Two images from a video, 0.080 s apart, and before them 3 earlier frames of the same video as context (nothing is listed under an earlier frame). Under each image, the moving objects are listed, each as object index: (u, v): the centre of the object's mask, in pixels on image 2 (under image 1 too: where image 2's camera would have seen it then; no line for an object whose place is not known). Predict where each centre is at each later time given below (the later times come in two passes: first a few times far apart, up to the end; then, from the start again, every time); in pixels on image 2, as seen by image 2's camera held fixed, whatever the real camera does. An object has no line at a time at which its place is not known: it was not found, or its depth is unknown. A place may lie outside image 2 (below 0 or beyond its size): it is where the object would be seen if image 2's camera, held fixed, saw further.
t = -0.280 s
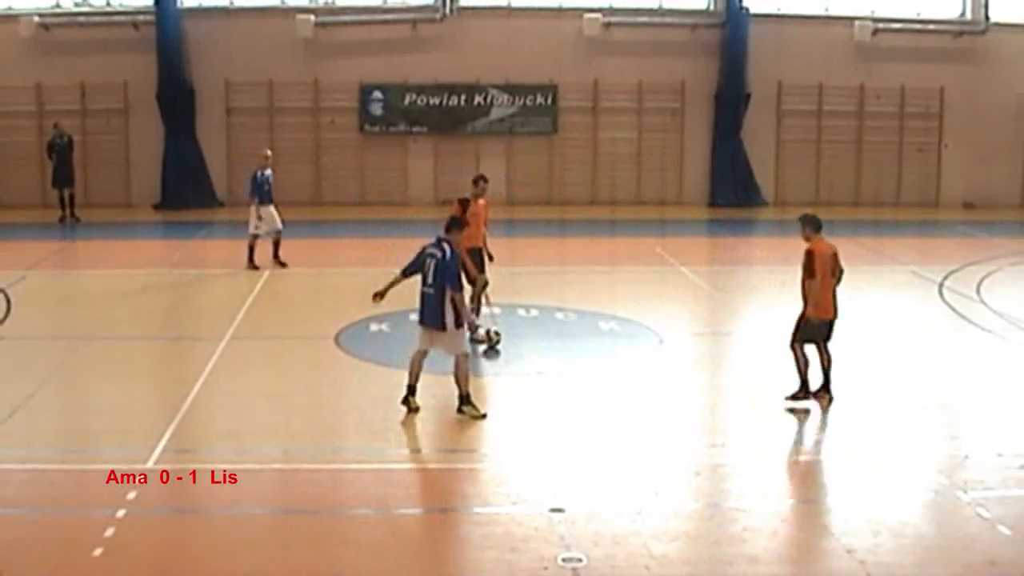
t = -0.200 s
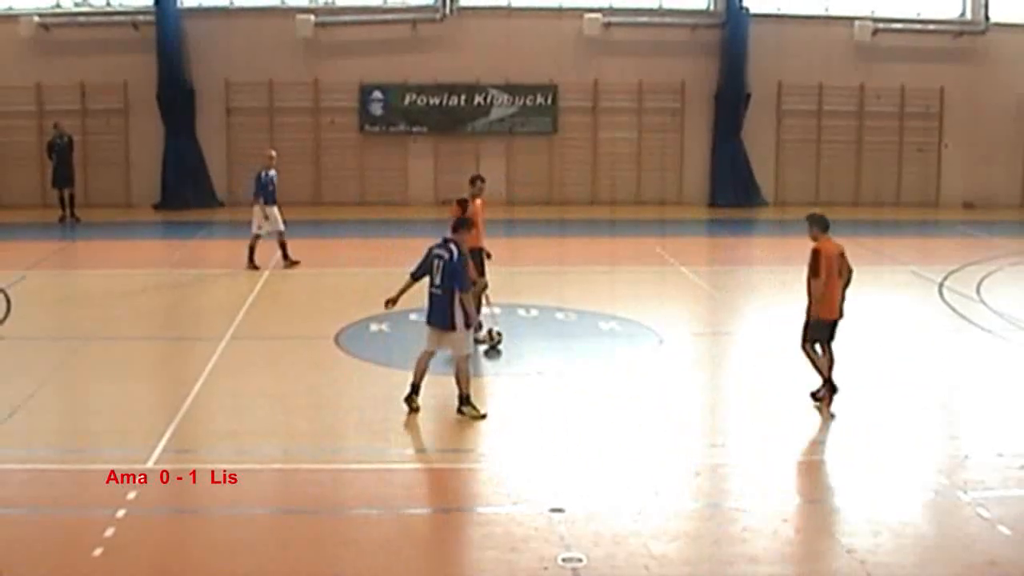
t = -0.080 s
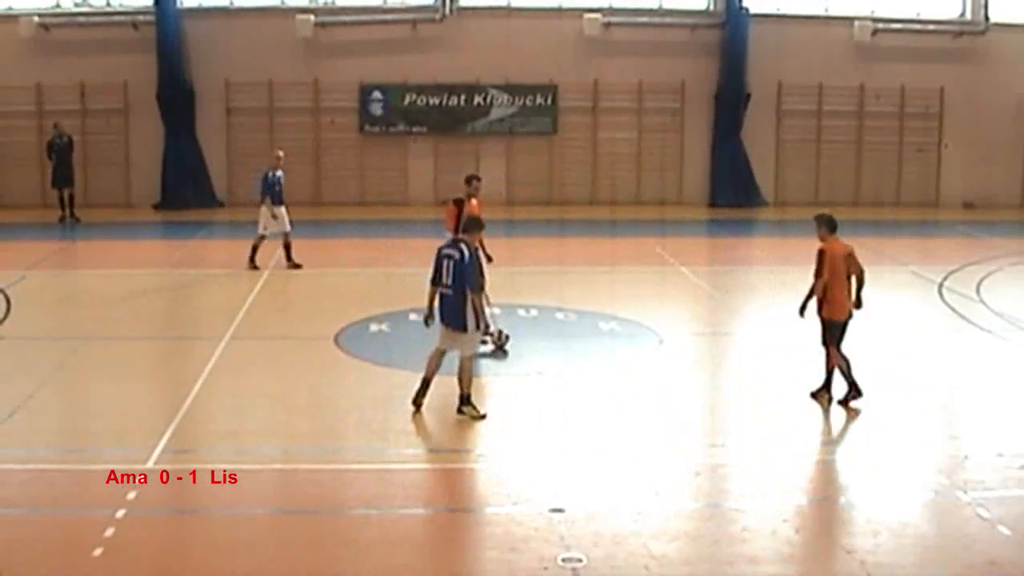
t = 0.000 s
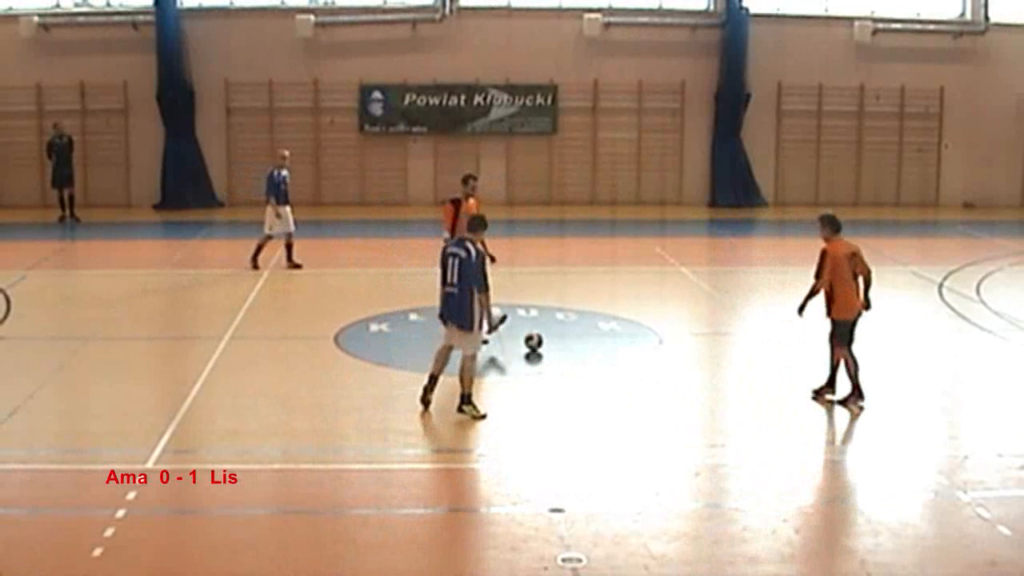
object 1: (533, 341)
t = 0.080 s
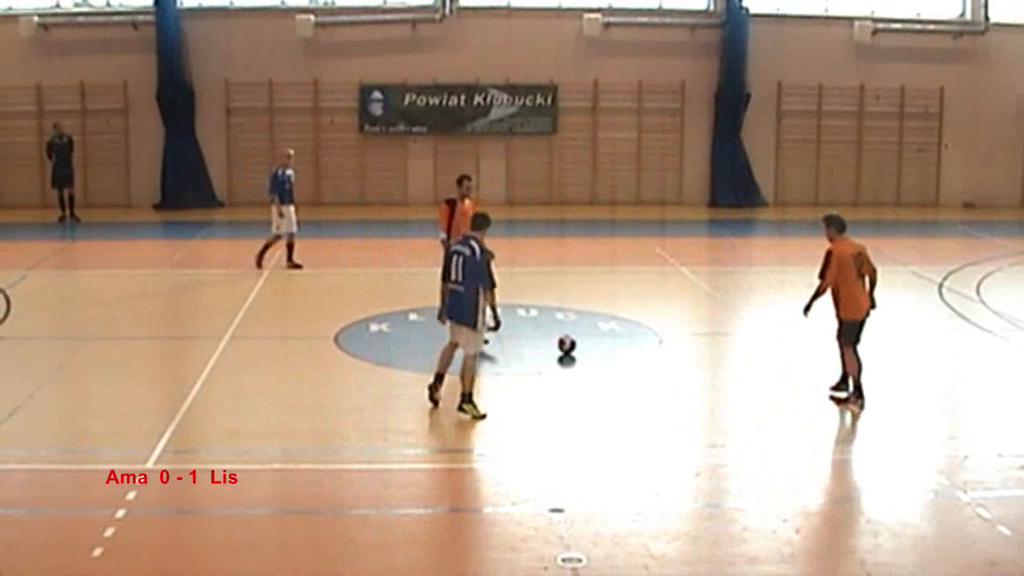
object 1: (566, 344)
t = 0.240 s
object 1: (628, 350)
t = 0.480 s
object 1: (720, 358)
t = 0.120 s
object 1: (583, 346)
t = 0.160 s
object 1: (598, 347)
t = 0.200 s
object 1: (613, 349)
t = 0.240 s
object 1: (628, 350)
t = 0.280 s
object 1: (643, 352)
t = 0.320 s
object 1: (659, 353)
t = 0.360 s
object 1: (674, 355)
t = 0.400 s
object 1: (689, 355)
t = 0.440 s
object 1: (705, 357)
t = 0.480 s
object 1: (720, 358)
